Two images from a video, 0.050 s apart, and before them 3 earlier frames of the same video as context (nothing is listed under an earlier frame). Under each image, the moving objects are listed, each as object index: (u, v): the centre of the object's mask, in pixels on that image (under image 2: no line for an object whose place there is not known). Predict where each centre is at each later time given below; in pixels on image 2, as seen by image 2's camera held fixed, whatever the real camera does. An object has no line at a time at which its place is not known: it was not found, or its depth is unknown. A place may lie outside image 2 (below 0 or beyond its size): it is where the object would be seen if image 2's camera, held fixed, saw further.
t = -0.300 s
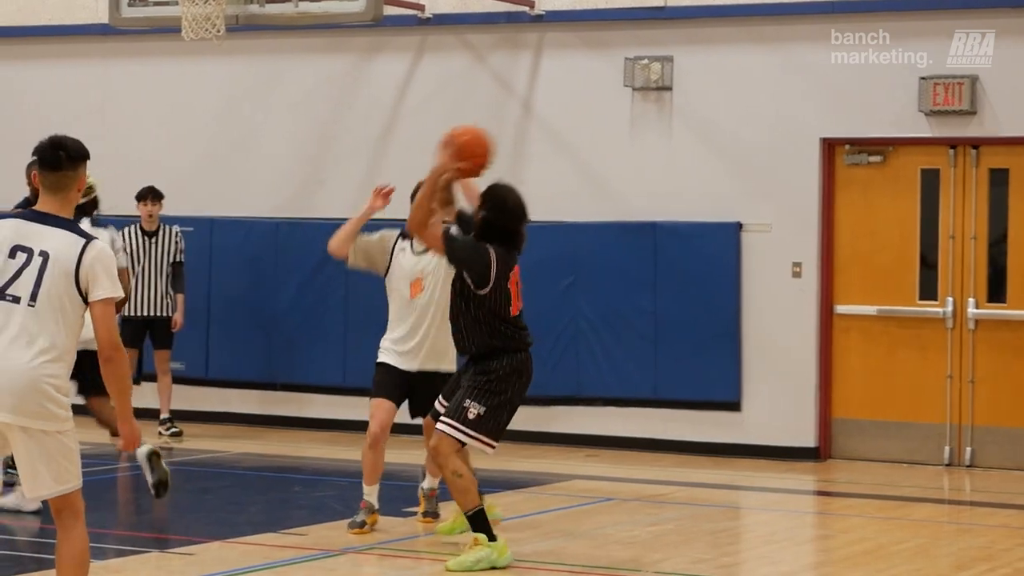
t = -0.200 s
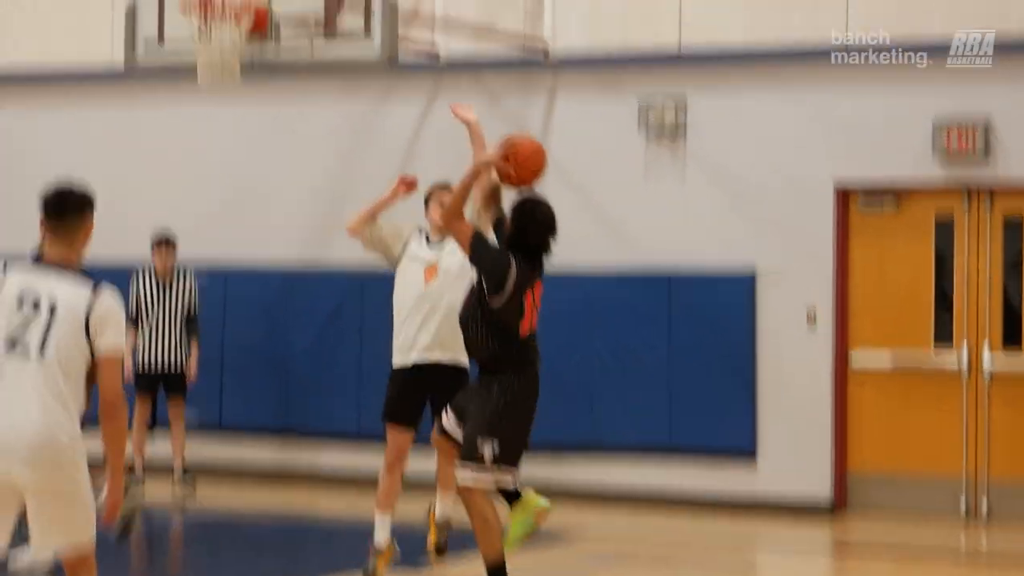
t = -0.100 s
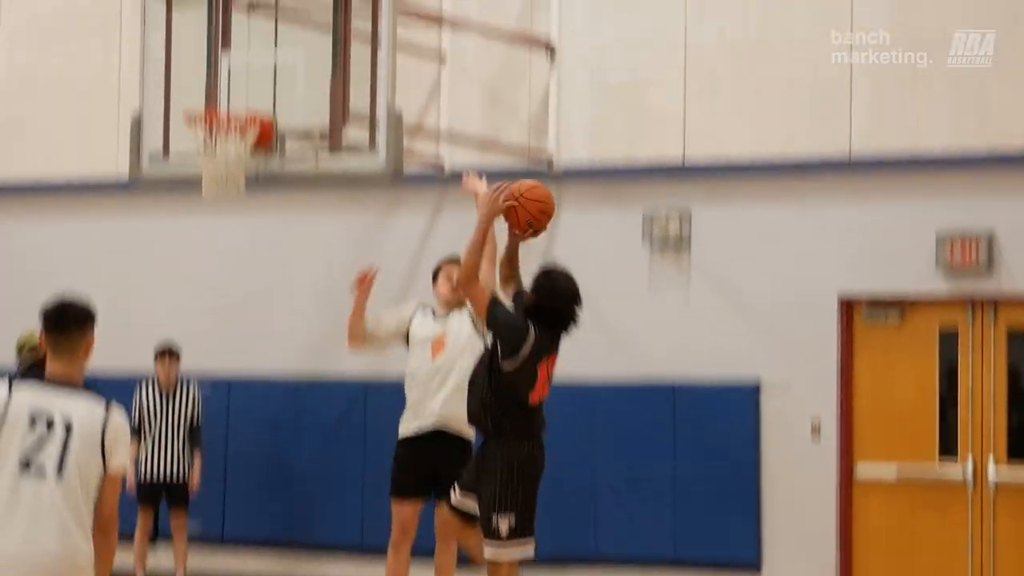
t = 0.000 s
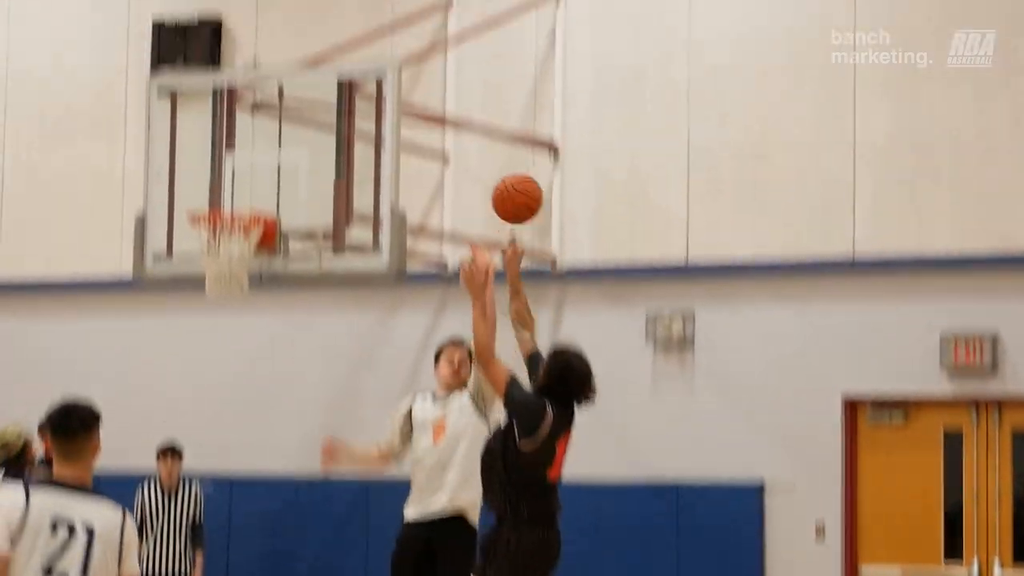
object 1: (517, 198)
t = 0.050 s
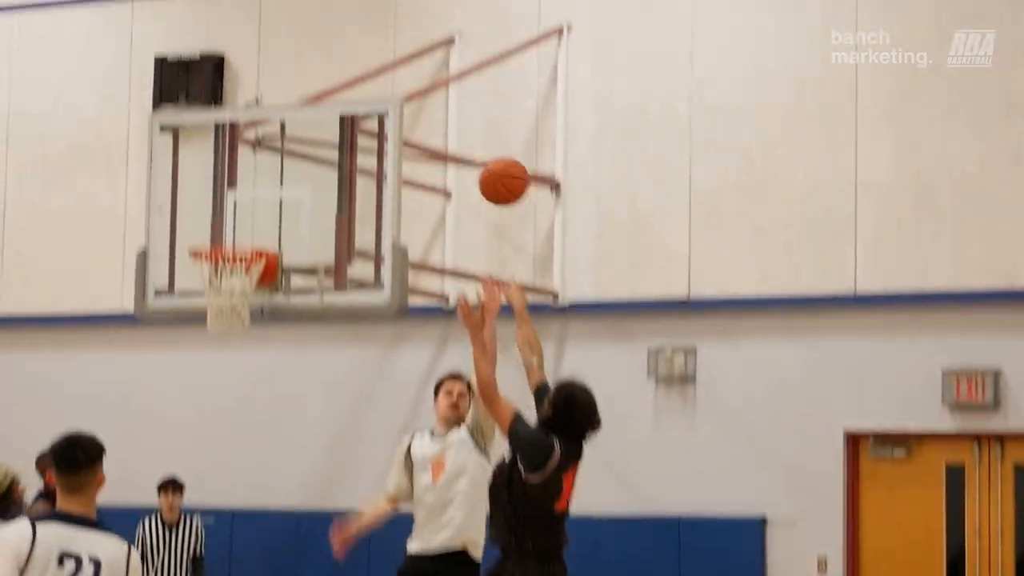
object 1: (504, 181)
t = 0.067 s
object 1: (499, 165)
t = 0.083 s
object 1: (493, 150)
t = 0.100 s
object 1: (488, 134)
